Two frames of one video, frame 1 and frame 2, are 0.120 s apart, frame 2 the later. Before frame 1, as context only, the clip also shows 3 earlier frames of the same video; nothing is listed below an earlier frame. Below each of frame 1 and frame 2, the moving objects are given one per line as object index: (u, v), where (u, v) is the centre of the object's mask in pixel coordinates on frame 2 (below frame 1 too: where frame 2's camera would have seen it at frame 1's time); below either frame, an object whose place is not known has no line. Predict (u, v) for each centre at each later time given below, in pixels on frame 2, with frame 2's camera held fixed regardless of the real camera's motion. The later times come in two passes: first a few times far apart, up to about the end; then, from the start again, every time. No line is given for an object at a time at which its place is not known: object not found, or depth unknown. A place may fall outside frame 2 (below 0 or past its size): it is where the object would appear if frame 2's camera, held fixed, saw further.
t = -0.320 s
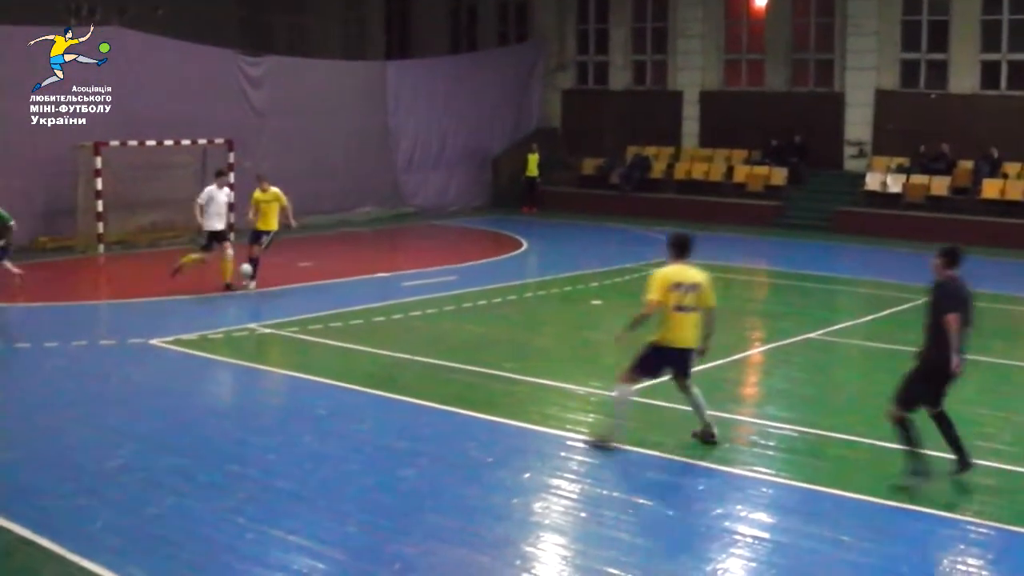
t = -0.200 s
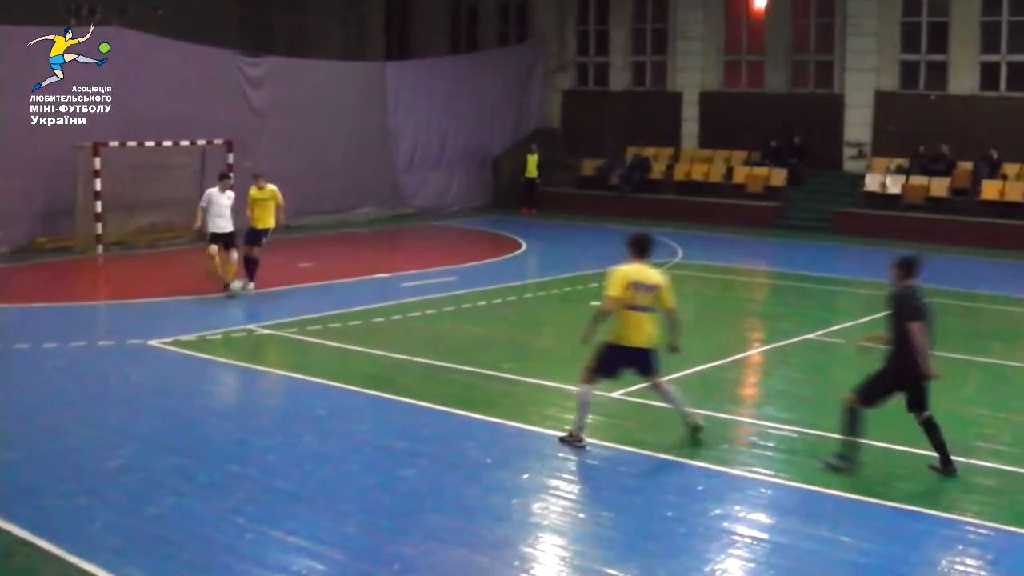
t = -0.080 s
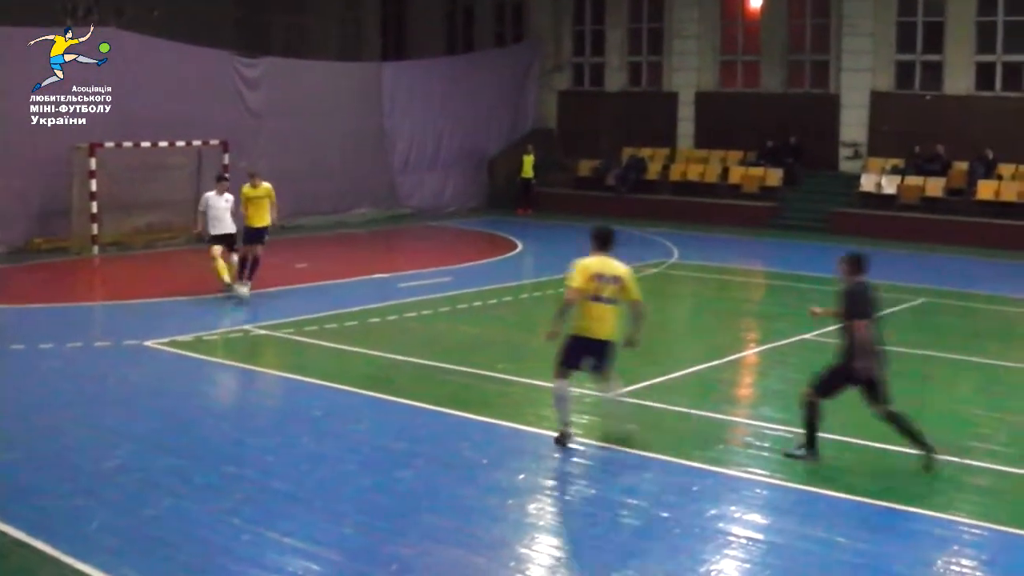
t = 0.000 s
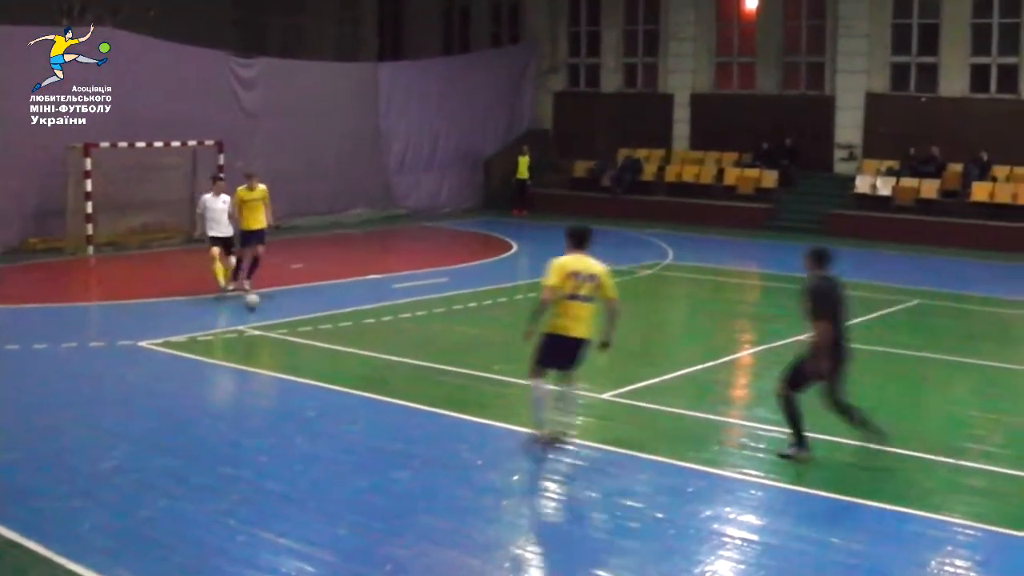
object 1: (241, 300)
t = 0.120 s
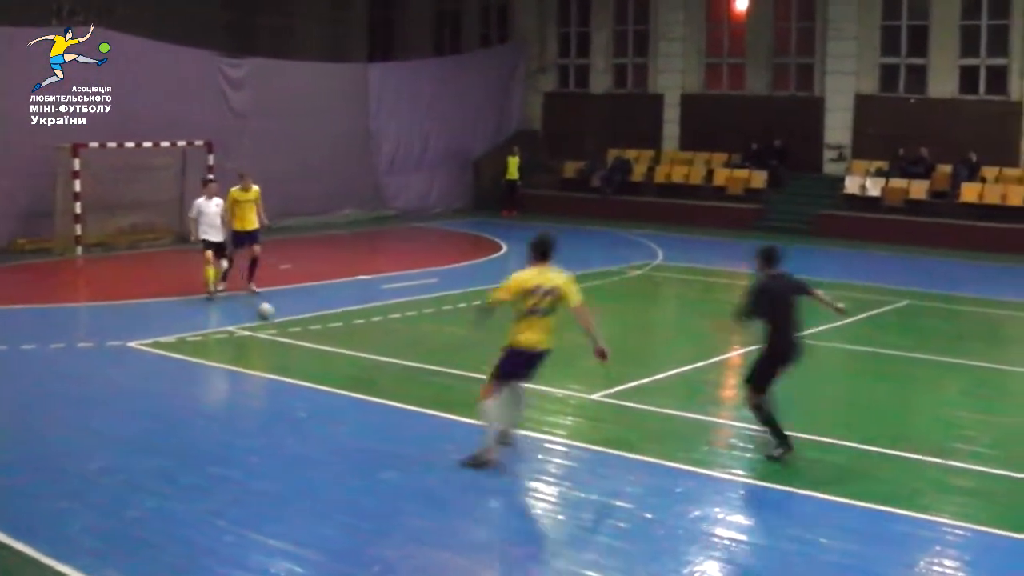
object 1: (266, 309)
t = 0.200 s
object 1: (282, 315)
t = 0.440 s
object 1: (328, 329)
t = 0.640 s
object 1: (362, 342)
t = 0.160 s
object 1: (274, 313)
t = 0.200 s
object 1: (282, 315)
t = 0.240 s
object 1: (290, 317)
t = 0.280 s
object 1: (297, 320)
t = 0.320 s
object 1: (305, 322)
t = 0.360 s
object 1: (313, 326)
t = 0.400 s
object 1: (320, 328)
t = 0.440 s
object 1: (328, 329)
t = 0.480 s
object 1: (334, 332)
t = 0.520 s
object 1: (342, 335)
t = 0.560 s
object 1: (348, 338)
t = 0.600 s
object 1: (355, 339)
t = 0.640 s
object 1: (362, 342)
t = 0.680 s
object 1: (369, 344)
